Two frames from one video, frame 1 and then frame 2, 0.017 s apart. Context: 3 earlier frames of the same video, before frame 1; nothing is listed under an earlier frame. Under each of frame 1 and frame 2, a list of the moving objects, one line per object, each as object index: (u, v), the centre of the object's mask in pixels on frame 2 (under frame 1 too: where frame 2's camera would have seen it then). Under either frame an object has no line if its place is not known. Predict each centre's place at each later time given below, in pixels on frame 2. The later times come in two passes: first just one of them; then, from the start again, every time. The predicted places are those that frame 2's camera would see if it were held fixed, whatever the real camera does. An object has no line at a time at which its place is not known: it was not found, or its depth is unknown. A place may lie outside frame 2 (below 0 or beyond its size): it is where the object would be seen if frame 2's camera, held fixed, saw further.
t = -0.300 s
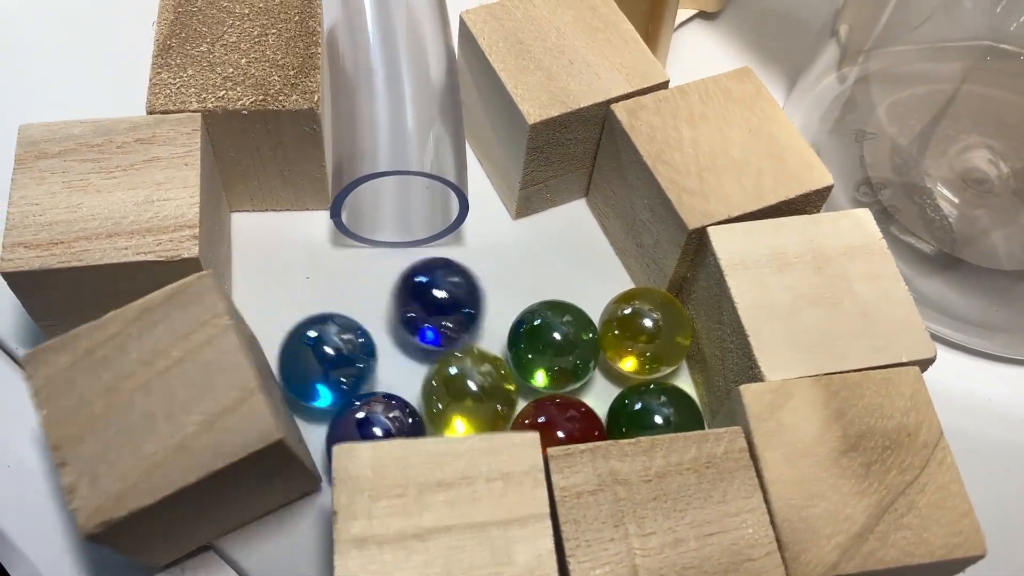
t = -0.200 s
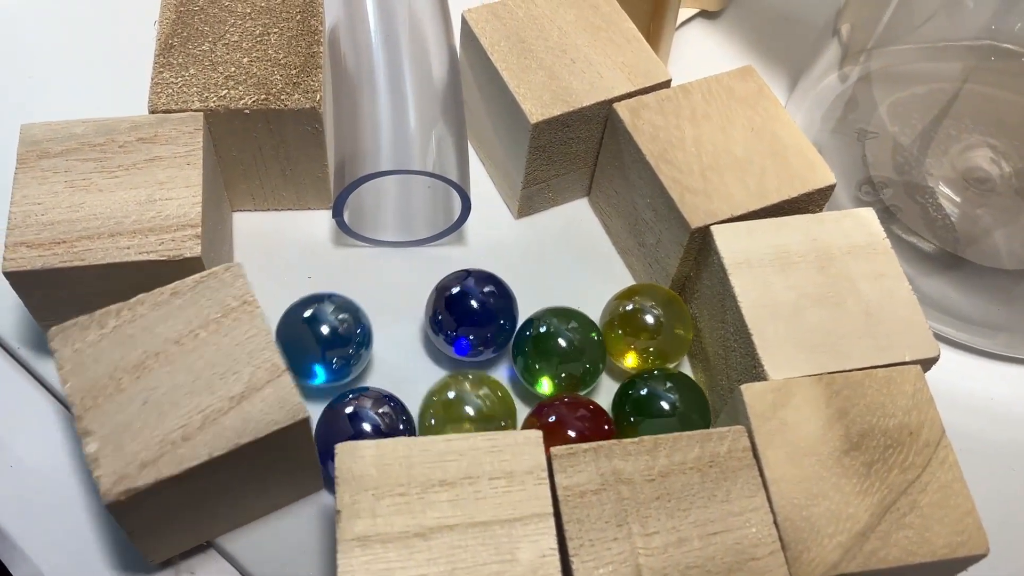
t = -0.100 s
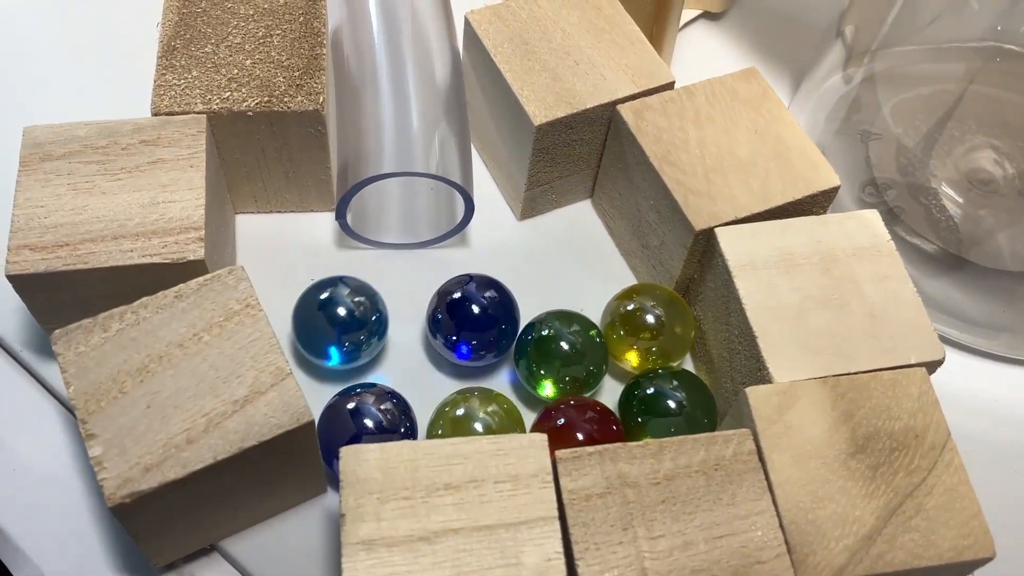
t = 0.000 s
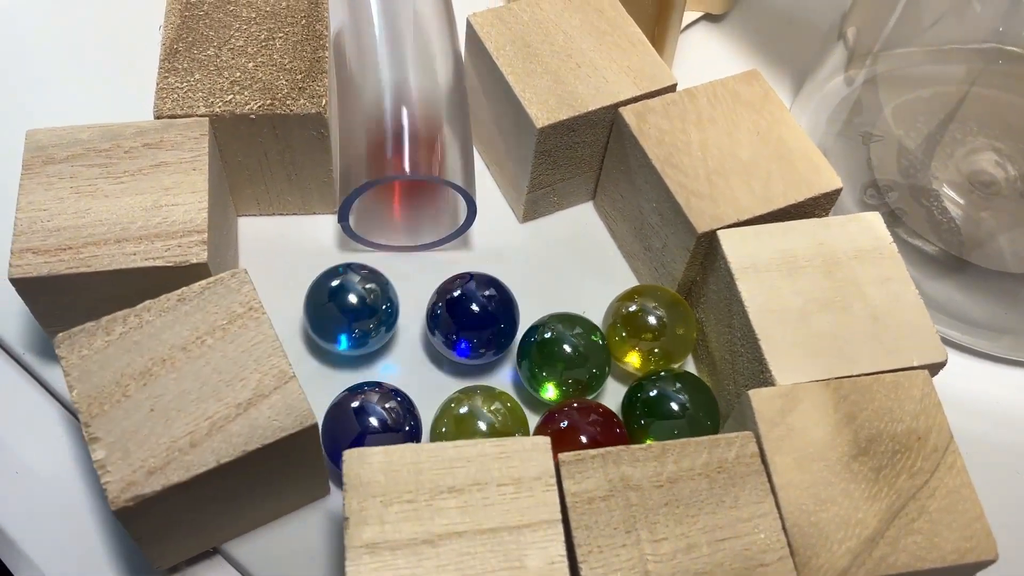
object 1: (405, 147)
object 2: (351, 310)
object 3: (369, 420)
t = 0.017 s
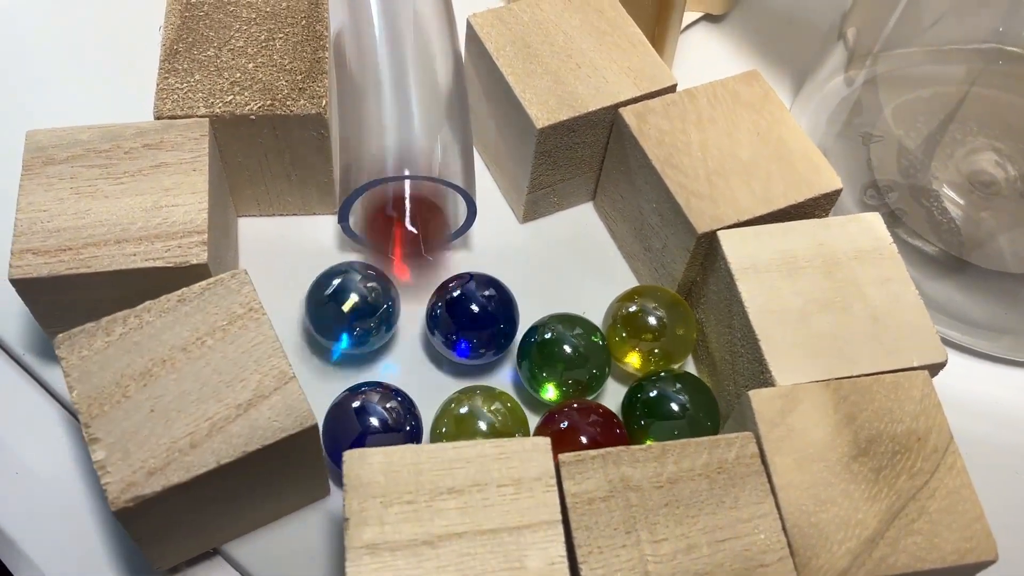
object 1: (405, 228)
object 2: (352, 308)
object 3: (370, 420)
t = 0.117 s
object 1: (402, 294)
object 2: (317, 376)
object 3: (377, 429)
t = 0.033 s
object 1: (421, 248)
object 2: (326, 348)
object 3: (371, 419)
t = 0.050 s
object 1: (419, 258)
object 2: (318, 361)
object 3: (377, 423)
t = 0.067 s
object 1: (418, 269)
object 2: (315, 369)
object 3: (375, 429)
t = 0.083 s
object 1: (414, 280)
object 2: (314, 374)
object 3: (375, 428)
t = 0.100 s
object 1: (408, 288)
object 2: (316, 376)
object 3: (375, 428)
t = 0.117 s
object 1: (402, 294)
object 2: (317, 376)
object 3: (377, 429)
